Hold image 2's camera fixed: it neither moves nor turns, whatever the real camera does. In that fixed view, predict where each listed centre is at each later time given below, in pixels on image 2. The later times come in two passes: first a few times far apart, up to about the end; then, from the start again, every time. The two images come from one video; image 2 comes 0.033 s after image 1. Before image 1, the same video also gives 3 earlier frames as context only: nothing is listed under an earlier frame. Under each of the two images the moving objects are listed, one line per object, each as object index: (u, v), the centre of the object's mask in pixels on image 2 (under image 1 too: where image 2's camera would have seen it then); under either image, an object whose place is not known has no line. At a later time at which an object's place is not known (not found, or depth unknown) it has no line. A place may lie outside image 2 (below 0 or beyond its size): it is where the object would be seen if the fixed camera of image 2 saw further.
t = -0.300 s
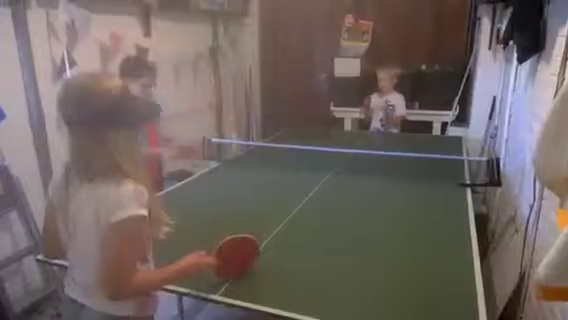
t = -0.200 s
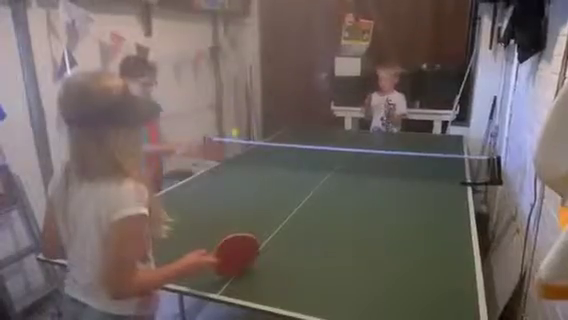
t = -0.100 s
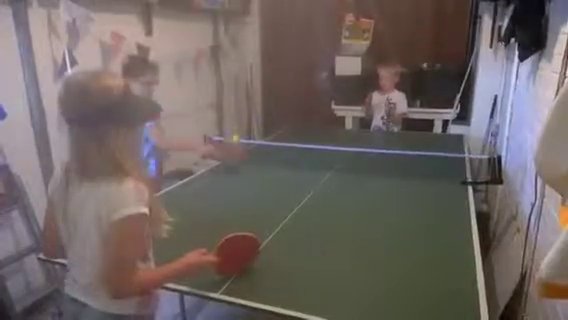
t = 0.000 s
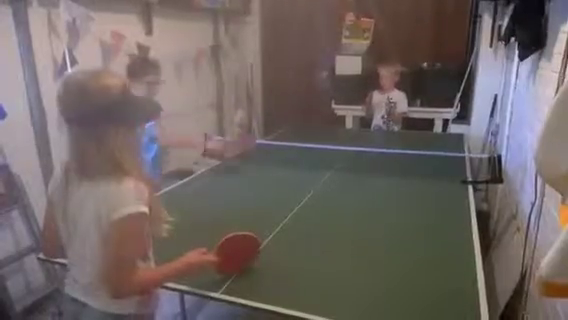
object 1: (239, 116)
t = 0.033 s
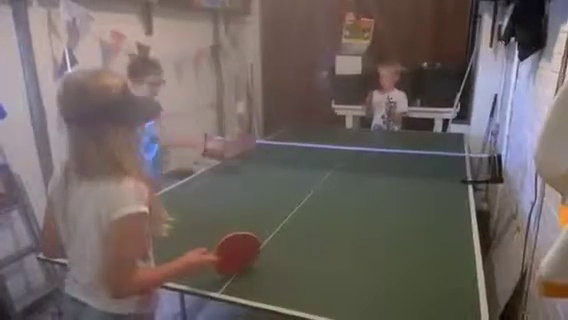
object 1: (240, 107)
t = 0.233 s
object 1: (251, 96)
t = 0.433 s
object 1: (267, 178)
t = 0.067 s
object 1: (243, 100)
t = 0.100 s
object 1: (243, 94)
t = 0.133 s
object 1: (245, 91)
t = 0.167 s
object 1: (246, 91)
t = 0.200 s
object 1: (249, 92)
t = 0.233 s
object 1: (251, 96)
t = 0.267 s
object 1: (253, 102)
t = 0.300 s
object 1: (254, 110)
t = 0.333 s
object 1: (258, 123)
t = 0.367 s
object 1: (260, 134)
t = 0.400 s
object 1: (263, 159)
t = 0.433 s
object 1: (267, 178)
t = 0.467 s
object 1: (270, 206)
